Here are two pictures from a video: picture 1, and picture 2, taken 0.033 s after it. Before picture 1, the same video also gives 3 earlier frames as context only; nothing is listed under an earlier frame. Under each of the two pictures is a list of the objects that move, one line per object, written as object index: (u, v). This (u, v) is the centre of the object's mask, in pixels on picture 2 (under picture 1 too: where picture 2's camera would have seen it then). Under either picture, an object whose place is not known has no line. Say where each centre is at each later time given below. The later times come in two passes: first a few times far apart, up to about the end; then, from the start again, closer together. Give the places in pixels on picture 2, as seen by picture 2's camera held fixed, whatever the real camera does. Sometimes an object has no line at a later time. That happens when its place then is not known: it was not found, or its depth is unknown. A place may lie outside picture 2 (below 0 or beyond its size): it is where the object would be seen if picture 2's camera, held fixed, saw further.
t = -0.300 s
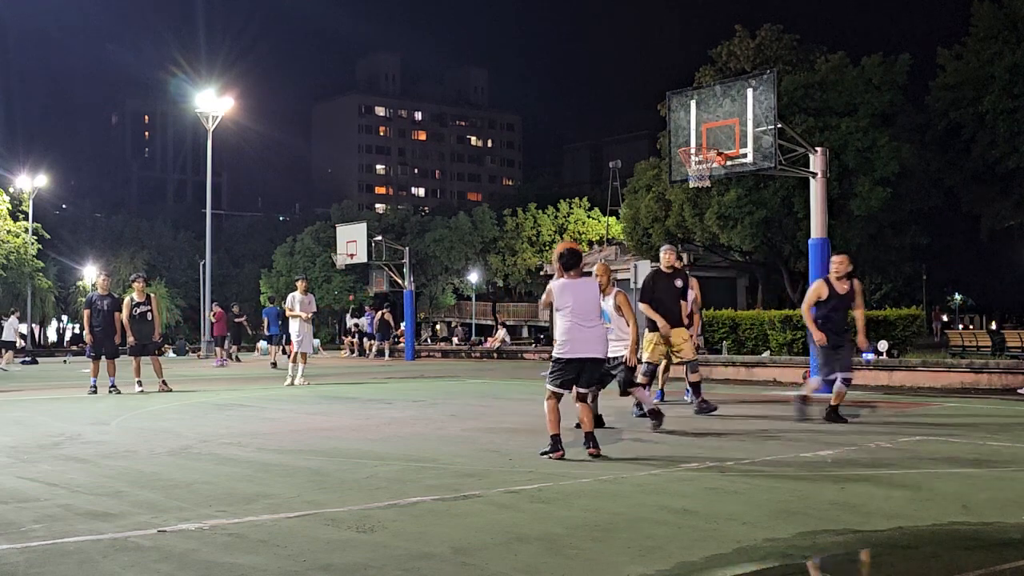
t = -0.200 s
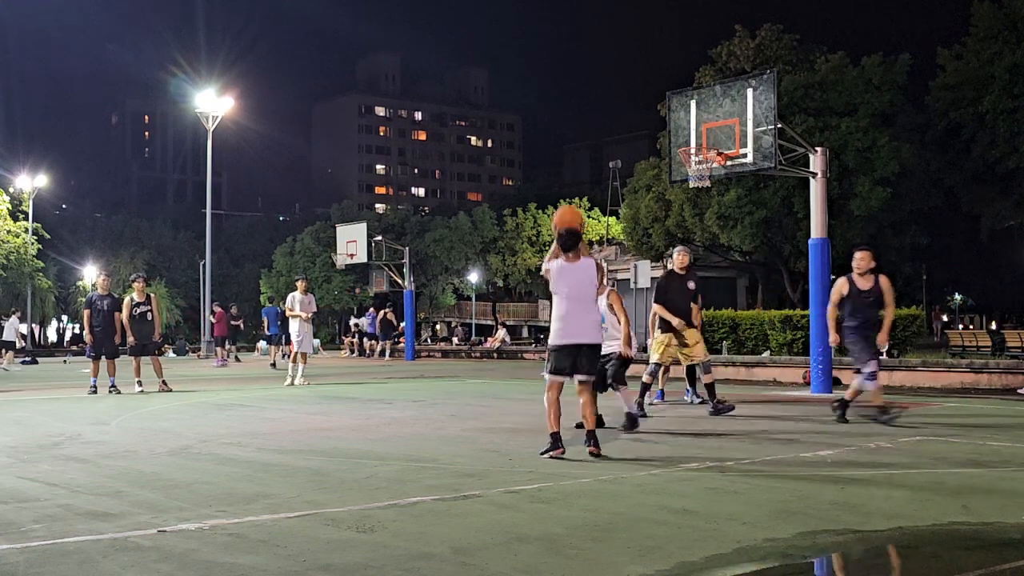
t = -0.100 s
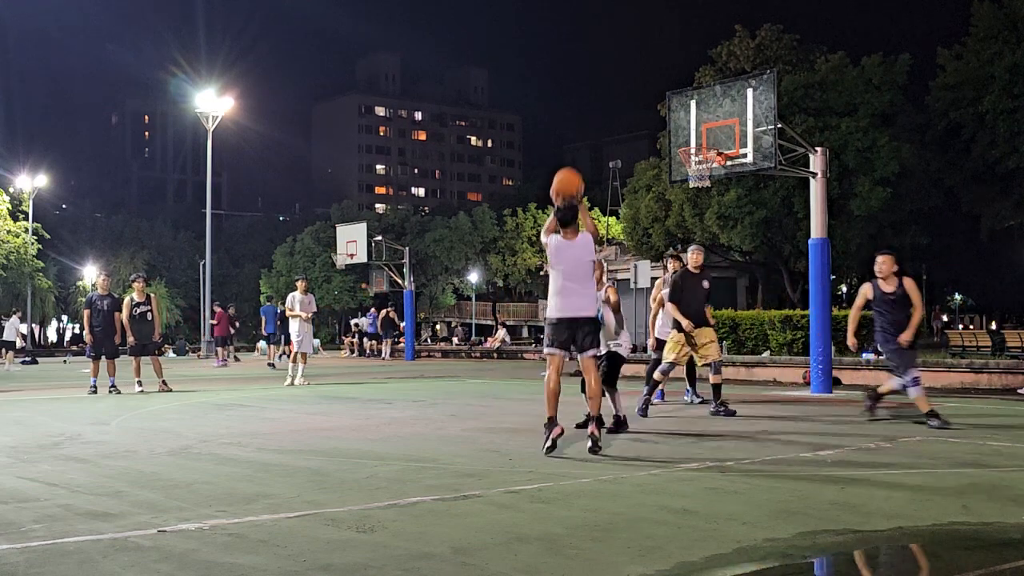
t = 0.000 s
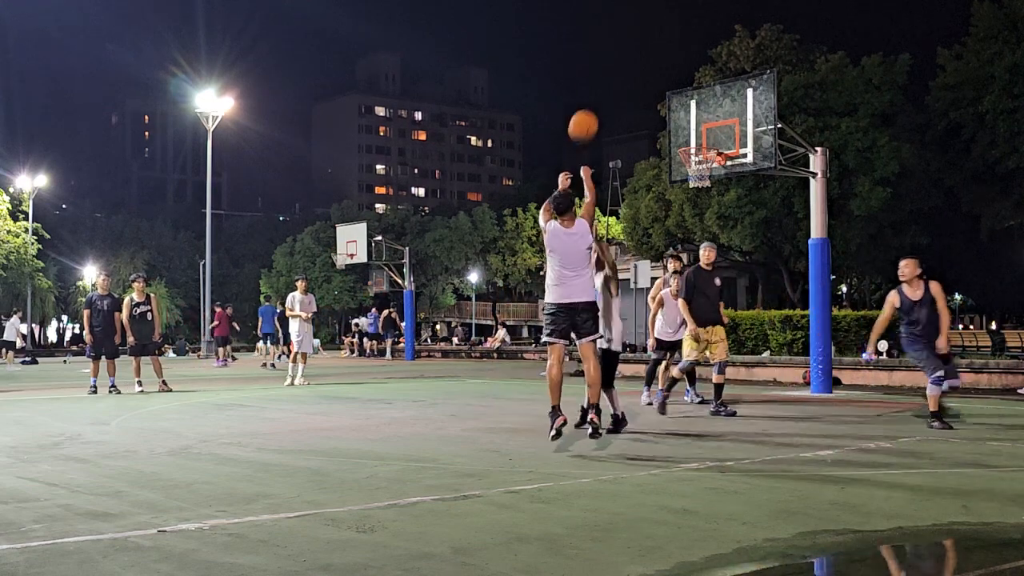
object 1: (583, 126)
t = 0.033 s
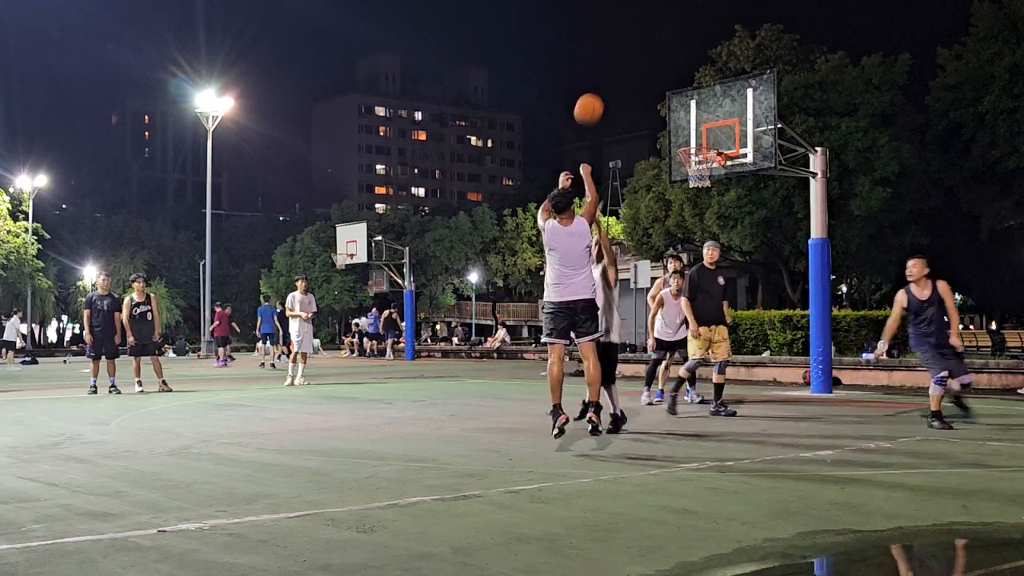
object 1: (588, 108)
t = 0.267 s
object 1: (622, 36)
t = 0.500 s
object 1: (650, 28)
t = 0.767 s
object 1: (676, 76)
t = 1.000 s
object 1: (698, 156)
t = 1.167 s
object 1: (700, 188)
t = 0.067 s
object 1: (594, 93)
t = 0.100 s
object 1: (599, 80)
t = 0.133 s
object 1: (604, 68)
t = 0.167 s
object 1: (609, 58)
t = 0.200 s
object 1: (613, 50)
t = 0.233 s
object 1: (618, 42)
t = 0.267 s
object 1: (622, 36)
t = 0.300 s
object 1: (626, 32)
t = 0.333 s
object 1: (631, 28)
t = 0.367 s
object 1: (635, 26)
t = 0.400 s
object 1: (639, 25)
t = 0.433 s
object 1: (642, 25)
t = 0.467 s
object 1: (646, 26)
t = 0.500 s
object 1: (650, 28)
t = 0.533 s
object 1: (653, 31)
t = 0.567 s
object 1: (657, 35)
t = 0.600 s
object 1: (660, 39)
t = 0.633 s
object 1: (664, 45)
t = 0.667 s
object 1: (667, 52)
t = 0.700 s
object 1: (670, 59)
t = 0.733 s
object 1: (673, 67)
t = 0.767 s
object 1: (676, 76)
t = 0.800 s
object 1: (678, 84)
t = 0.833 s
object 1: (681, 94)
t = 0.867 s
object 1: (684, 105)
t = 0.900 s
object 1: (687, 118)
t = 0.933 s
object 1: (689, 130)
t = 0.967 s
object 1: (692, 141)
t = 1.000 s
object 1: (698, 156)
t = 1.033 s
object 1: (696, 163)
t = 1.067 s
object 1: (698, 165)
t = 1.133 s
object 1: (701, 187)
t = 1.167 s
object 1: (700, 188)
